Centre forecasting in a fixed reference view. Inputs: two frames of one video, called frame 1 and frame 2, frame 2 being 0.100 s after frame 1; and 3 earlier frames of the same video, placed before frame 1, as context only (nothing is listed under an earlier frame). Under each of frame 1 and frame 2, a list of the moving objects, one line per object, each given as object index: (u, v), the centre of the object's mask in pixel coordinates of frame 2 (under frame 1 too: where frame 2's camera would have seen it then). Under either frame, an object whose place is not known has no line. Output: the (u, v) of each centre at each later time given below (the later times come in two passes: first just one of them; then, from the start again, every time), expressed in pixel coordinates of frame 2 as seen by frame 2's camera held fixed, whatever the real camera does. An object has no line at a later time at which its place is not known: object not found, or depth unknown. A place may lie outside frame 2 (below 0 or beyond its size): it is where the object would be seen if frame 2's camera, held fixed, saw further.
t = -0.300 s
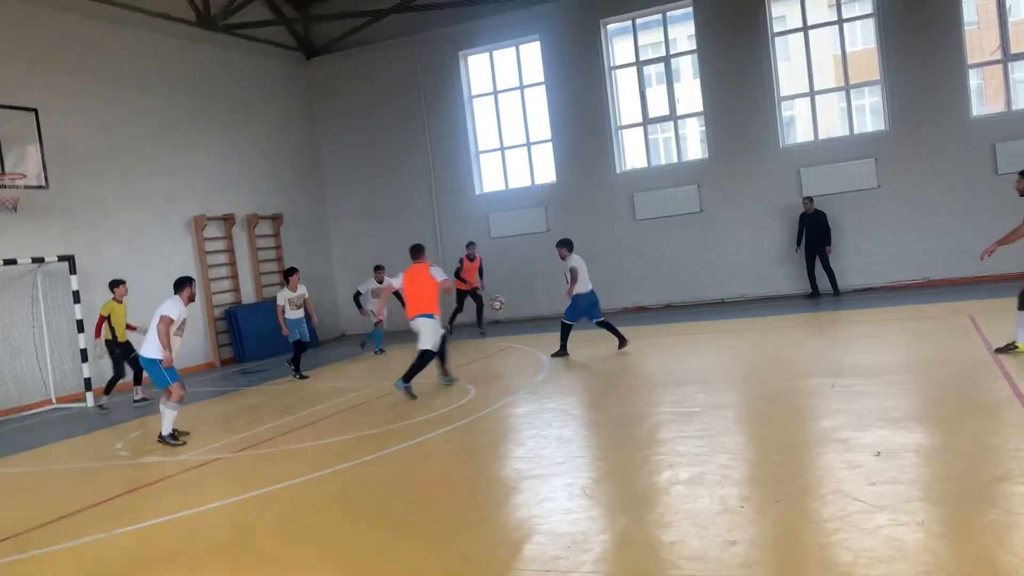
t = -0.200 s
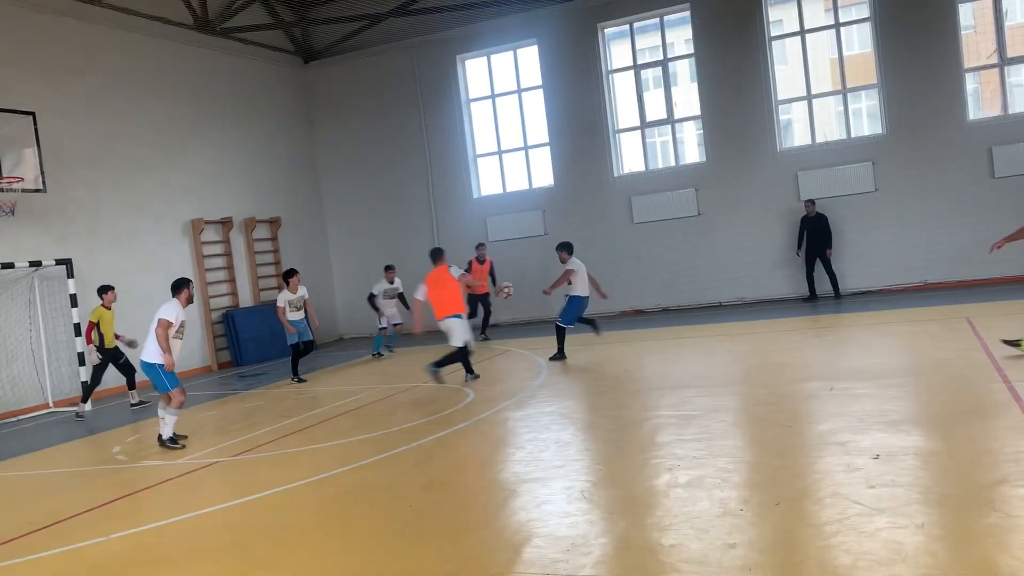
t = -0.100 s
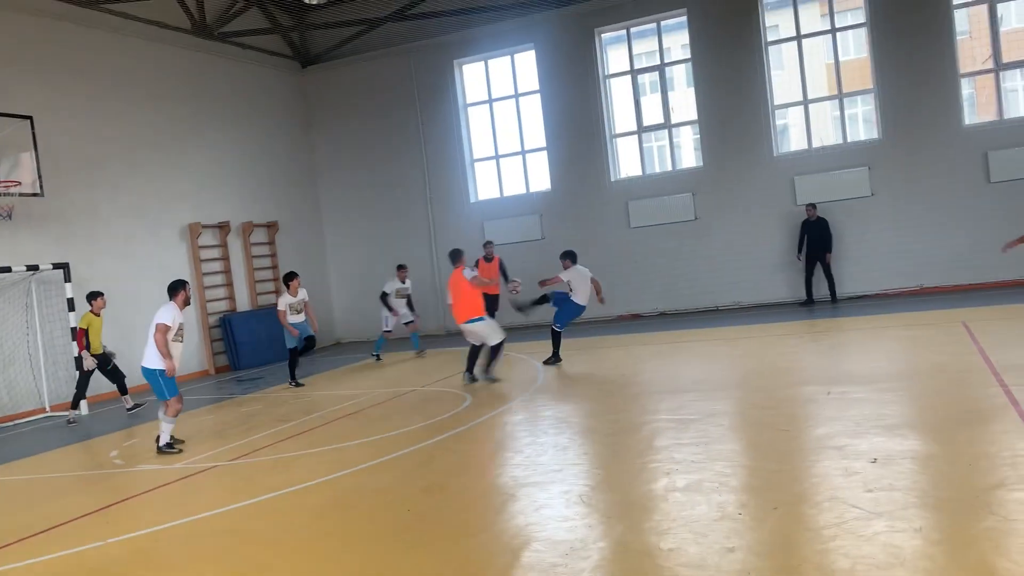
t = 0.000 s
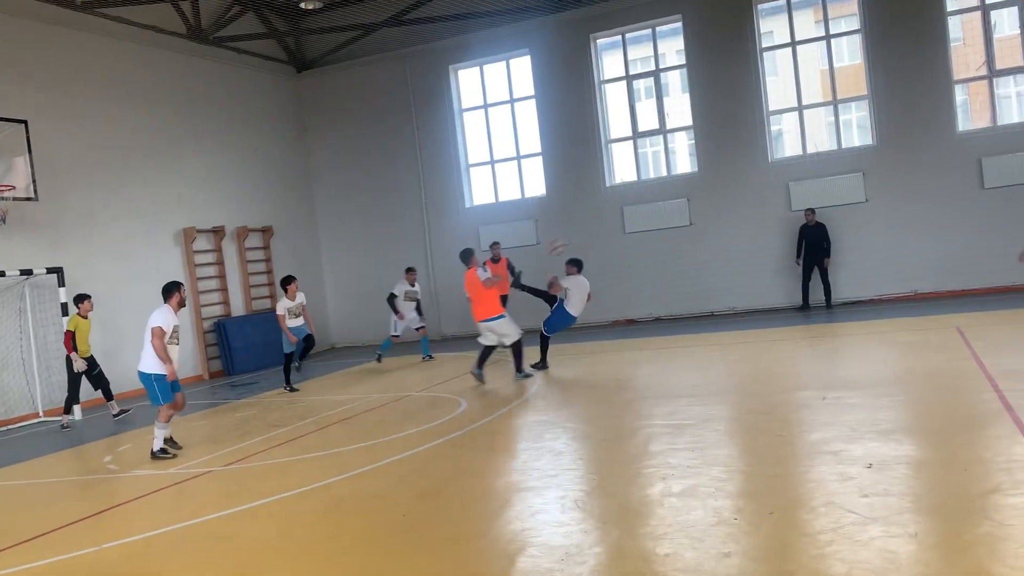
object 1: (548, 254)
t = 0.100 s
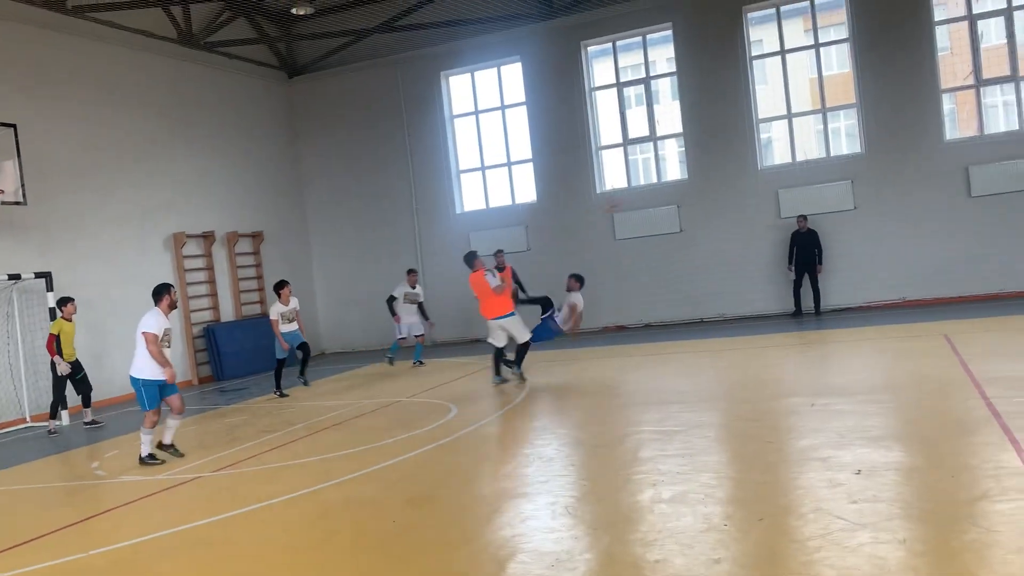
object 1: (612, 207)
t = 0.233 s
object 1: (713, 143)
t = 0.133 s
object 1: (636, 189)
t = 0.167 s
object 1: (660, 172)
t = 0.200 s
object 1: (689, 158)
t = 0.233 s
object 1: (713, 143)
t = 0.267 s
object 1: (740, 130)
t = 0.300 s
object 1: (766, 118)
